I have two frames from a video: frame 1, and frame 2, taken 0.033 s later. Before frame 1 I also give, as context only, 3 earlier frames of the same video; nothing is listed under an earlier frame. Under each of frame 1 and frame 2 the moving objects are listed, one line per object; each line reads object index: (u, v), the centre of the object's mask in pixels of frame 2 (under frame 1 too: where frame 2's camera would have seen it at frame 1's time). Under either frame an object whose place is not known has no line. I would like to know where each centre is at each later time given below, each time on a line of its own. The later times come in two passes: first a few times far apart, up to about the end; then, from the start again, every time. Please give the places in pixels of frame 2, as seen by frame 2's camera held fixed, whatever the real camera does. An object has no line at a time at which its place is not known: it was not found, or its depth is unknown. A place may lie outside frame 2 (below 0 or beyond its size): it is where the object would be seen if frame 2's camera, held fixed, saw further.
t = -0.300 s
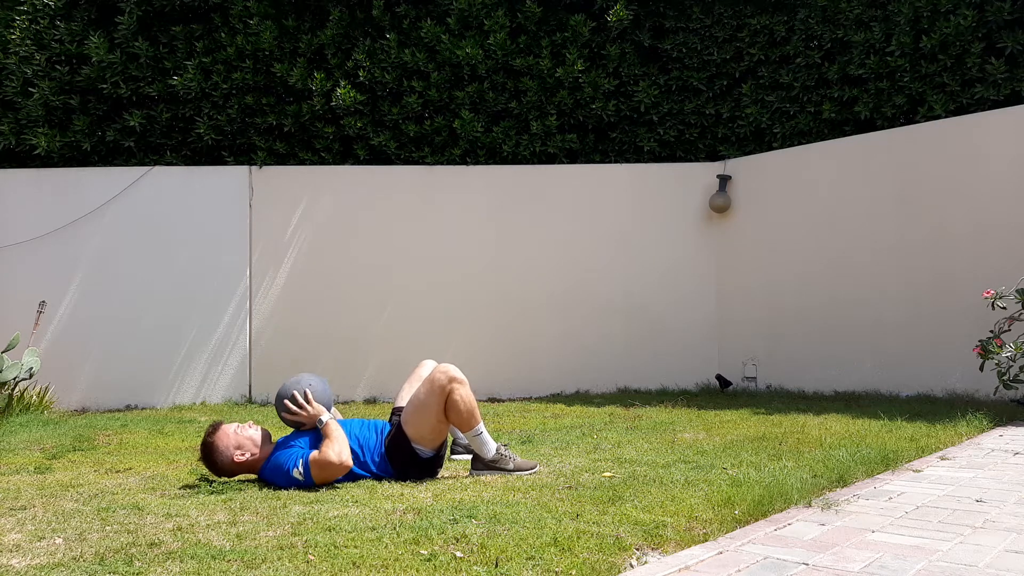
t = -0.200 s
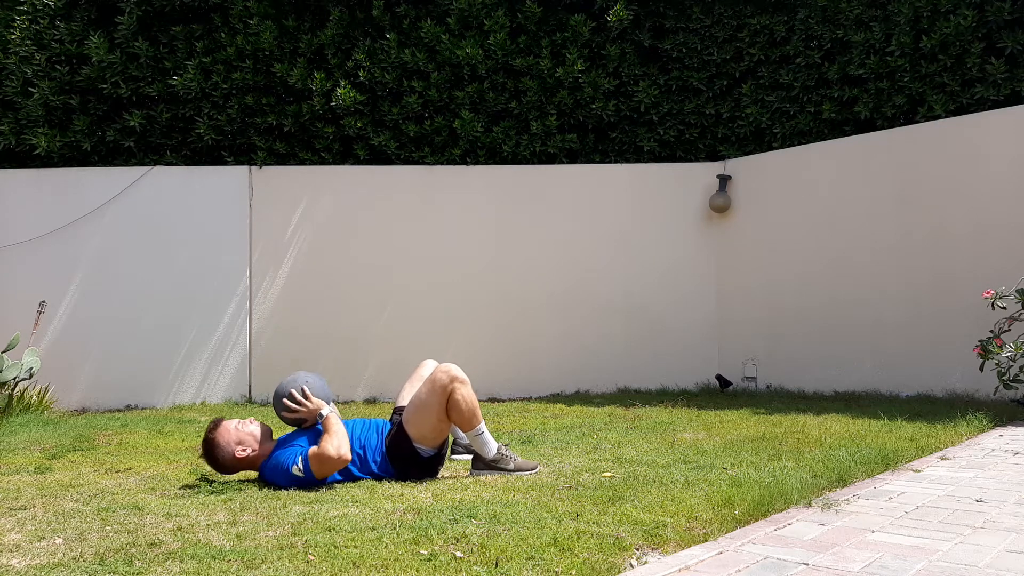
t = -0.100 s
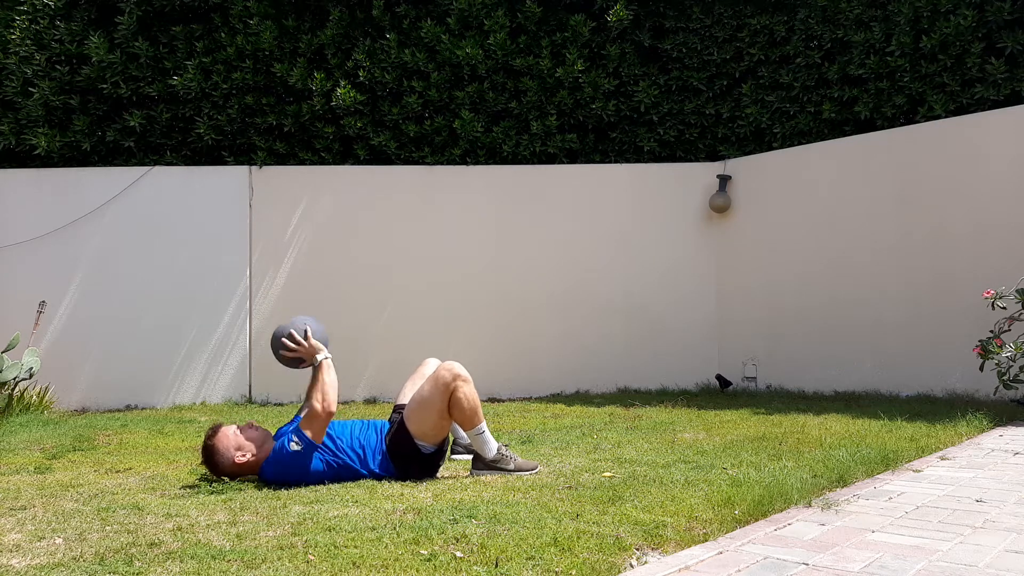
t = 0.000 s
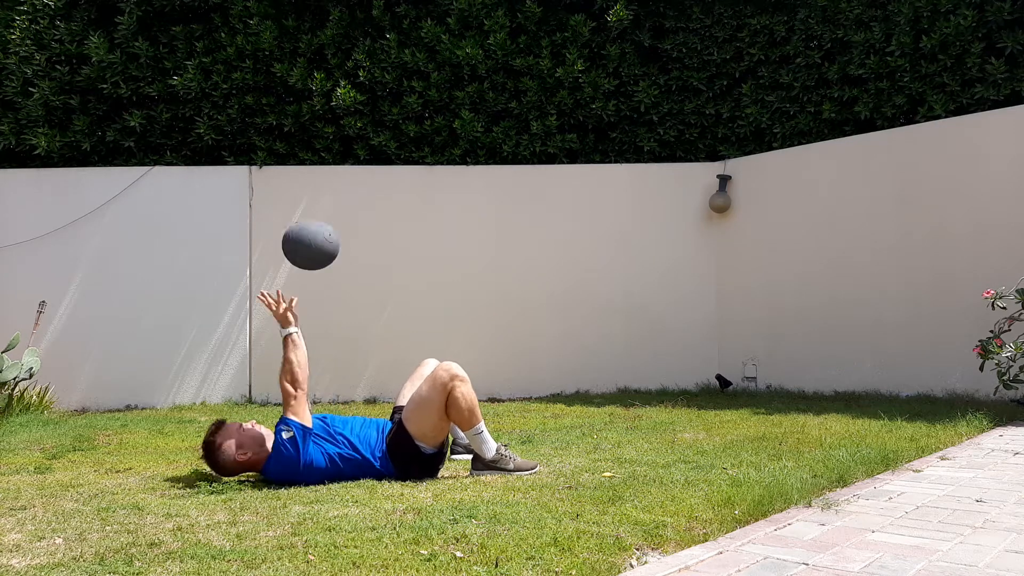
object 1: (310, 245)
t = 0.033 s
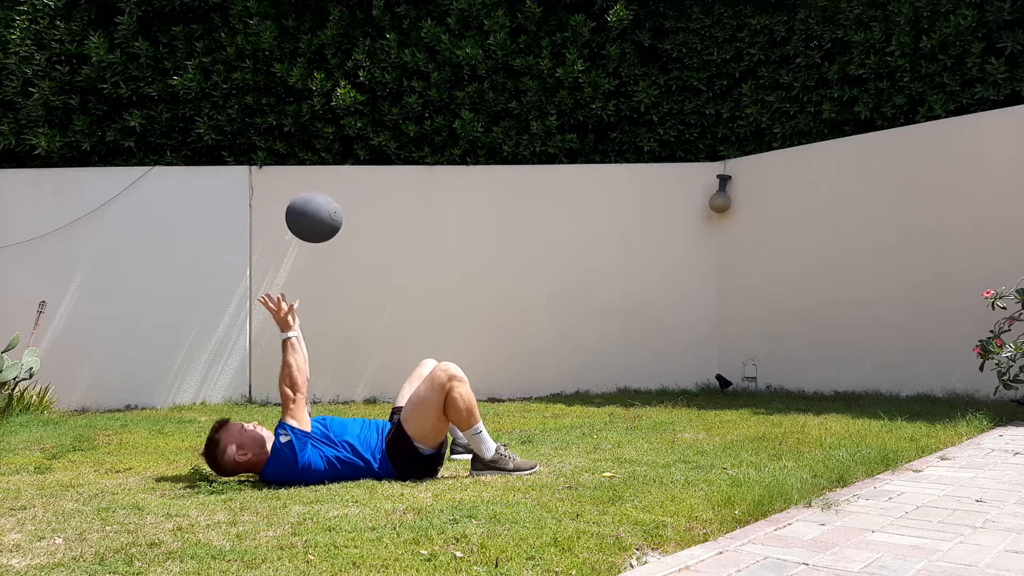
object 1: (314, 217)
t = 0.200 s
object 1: (321, 117)
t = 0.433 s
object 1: (323, 66)
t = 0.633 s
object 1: (332, 114)
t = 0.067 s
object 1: (316, 193)
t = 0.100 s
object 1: (318, 170)
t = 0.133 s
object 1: (320, 150)
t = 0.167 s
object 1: (320, 133)
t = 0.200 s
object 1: (321, 117)
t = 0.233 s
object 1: (321, 103)
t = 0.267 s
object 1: (321, 92)
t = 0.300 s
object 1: (321, 82)
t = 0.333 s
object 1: (322, 75)
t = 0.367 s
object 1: (322, 69)
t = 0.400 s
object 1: (323, 66)
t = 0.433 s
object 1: (323, 66)
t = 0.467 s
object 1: (324, 67)
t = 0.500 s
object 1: (325, 71)
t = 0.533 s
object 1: (326, 78)
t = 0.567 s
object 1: (328, 87)
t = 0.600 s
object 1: (330, 99)
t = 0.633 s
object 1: (332, 114)
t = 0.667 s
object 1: (334, 131)
